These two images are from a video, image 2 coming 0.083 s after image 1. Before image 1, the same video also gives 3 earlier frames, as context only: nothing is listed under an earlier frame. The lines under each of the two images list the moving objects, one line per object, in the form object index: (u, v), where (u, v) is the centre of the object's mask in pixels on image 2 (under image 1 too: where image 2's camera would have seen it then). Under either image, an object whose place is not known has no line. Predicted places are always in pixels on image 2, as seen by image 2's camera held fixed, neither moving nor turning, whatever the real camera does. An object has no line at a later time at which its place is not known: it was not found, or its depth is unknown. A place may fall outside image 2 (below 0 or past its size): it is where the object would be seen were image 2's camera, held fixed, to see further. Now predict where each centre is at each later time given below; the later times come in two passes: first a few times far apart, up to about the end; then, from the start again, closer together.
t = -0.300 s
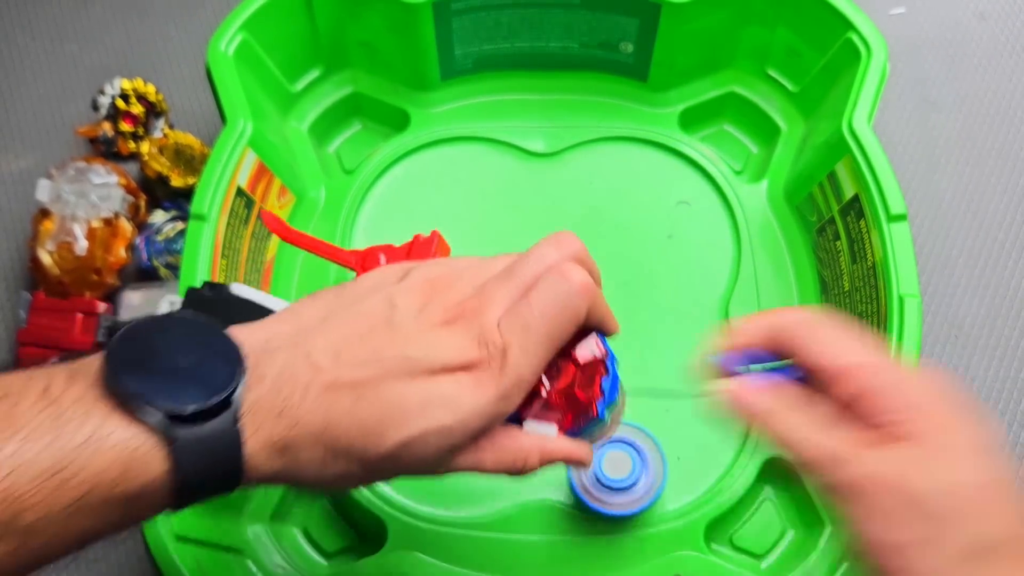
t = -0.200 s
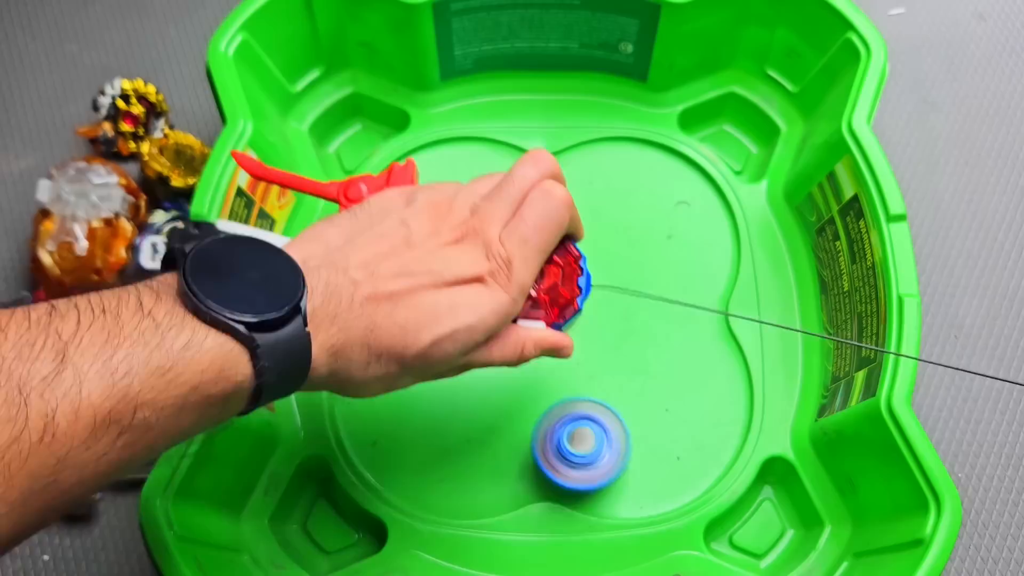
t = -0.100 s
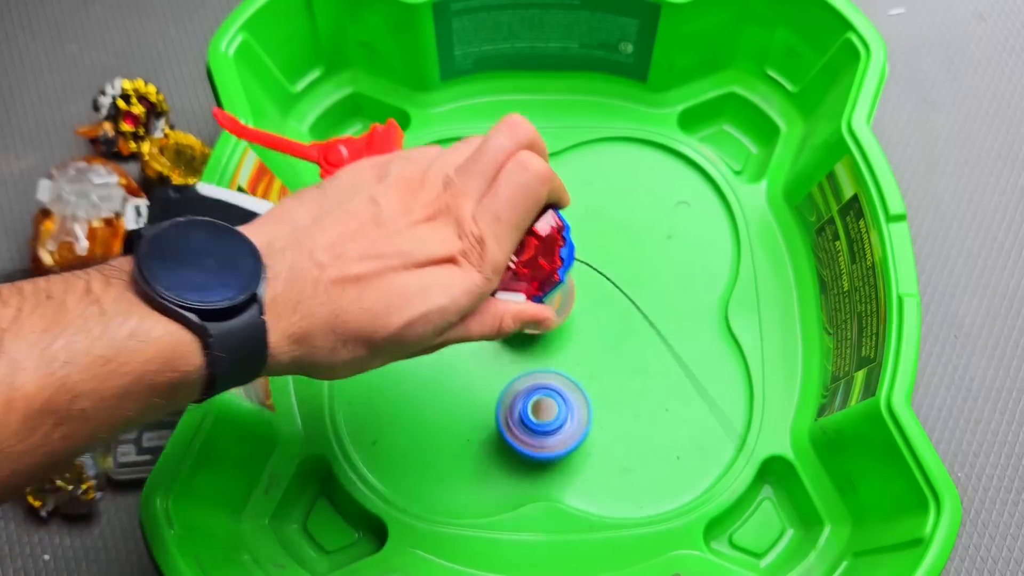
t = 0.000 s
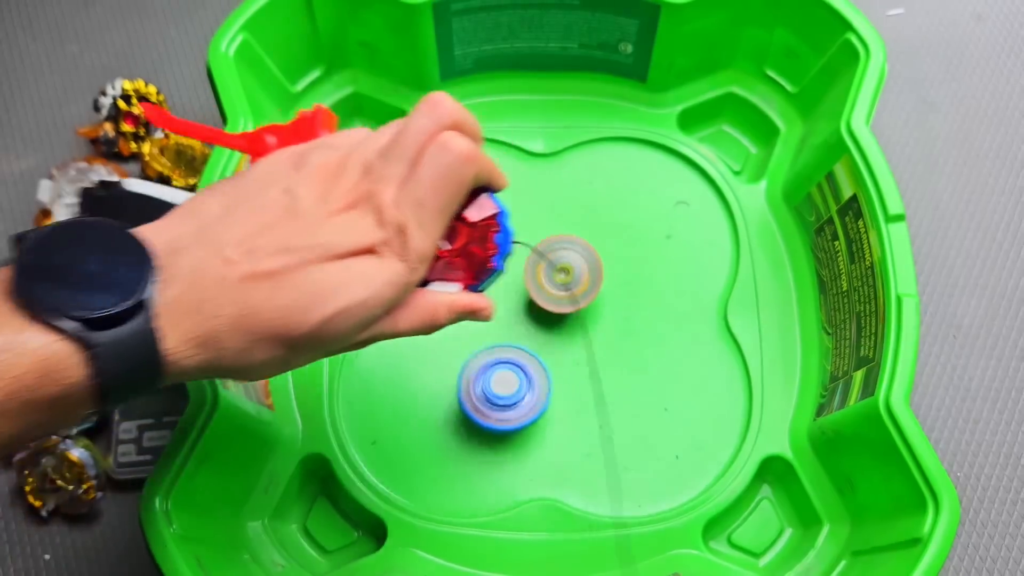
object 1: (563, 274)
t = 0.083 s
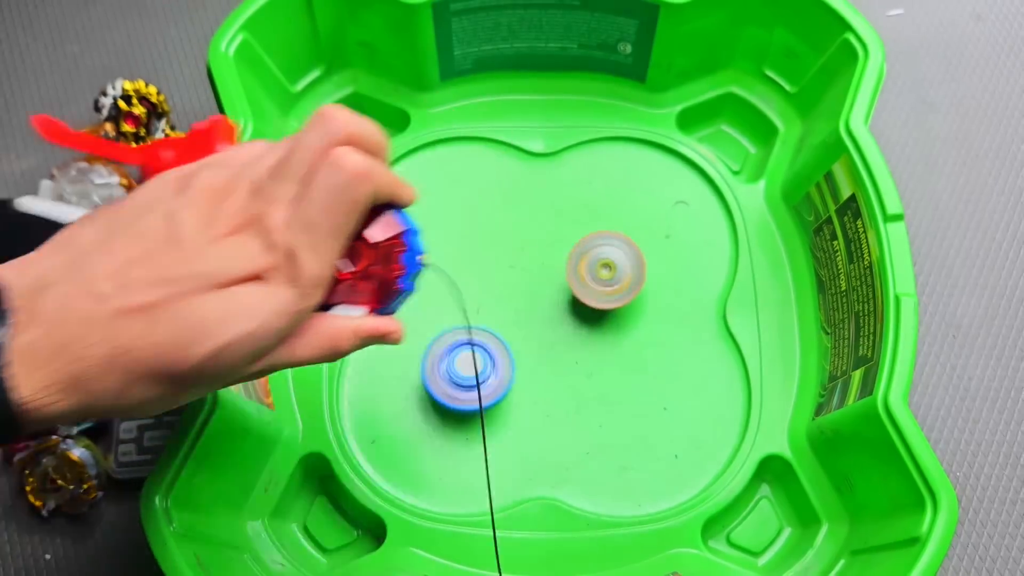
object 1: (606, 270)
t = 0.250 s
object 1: (713, 245)
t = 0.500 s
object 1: (681, 155)
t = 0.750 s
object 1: (566, 198)
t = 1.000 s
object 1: (654, 404)
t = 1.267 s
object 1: (639, 324)
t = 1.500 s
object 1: (580, 277)
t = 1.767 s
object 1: (607, 395)
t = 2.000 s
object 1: (741, 419)
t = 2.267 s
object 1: (677, 314)
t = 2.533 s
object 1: (649, 445)
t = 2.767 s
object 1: (655, 476)
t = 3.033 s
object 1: (661, 440)
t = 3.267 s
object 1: (686, 393)
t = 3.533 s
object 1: (554, 284)
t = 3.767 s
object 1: (462, 372)
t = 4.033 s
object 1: (707, 398)
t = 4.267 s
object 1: (631, 263)
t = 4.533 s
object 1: (702, 189)
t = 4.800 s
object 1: (638, 234)
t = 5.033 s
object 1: (624, 295)
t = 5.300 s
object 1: (640, 355)
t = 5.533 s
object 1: (660, 362)
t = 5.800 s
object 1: (593, 325)
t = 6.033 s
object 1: (488, 358)
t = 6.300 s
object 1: (488, 460)
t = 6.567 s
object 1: (552, 452)
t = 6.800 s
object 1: (554, 373)
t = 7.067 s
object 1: (490, 268)
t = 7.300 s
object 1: (408, 303)
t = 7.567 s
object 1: (486, 367)
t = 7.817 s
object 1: (609, 271)
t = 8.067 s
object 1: (530, 151)
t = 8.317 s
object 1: (416, 213)
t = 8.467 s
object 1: (421, 316)
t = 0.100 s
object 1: (616, 269)
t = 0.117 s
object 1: (626, 269)
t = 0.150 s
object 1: (648, 264)
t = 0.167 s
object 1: (659, 263)
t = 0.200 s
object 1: (681, 256)
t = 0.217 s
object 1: (692, 254)
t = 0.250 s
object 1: (713, 245)
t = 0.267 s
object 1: (724, 240)
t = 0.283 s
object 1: (734, 234)
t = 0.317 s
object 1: (732, 219)
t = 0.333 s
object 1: (727, 214)
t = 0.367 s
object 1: (718, 202)
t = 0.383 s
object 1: (713, 195)
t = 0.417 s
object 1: (705, 182)
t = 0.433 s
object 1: (700, 177)
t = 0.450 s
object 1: (696, 171)
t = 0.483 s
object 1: (686, 161)
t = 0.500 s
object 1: (681, 155)
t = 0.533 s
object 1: (669, 147)
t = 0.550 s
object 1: (662, 145)
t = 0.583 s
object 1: (647, 142)
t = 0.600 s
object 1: (638, 143)
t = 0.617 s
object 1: (630, 145)
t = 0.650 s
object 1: (613, 151)
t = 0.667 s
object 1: (606, 156)
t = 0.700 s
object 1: (590, 168)
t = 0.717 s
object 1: (581, 177)
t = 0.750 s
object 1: (566, 198)
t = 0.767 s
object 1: (559, 210)
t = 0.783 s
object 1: (552, 222)
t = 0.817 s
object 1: (540, 252)
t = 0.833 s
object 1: (535, 268)
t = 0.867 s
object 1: (530, 301)
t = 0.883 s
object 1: (538, 316)
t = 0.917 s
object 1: (565, 345)
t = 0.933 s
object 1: (581, 359)
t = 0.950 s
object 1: (597, 372)
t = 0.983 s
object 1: (634, 395)
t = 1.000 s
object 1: (654, 404)
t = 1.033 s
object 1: (696, 421)
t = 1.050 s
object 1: (717, 427)
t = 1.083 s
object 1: (736, 425)
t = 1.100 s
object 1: (726, 413)
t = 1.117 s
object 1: (716, 403)
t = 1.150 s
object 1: (695, 388)
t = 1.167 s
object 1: (686, 379)
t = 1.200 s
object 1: (669, 358)
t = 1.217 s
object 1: (660, 350)
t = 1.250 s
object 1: (646, 332)
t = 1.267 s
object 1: (639, 324)
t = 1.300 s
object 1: (627, 308)
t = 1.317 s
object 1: (621, 301)
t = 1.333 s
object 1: (617, 293)
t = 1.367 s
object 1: (607, 282)
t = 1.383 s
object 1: (603, 278)
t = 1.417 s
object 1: (596, 272)
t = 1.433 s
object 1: (592, 271)
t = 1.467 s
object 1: (586, 271)
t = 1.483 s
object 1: (583, 274)
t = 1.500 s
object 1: (580, 277)
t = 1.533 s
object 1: (574, 287)
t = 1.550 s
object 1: (572, 293)
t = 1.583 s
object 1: (569, 308)
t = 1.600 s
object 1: (568, 316)
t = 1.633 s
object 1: (569, 333)
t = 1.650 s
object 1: (571, 342)
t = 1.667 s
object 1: (573, 352)
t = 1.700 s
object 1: (581, 369)
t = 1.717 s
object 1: (586, 376)
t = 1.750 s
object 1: (599, 389)
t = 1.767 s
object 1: (607, 395)
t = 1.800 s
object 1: (625, 406)
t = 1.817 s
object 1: (634, 410)
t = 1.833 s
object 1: (644, 415)
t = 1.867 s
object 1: (666, 422)
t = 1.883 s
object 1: (677, 423)
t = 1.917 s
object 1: (698, 427)
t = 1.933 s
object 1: (708, 428)
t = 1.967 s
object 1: (729, 428)
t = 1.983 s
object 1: (738, 426)
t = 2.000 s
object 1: (741, 419)
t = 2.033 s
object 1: (739, 404)
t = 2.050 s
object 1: (736, 393)
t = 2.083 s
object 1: (729, 372)
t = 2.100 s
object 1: (726, 361)
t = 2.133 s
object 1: (717, 340)
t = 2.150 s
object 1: (712, 331)
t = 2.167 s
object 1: (706, 321)
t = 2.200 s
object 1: (692, 301)
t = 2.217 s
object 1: (682, 293)
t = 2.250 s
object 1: (678, 304)
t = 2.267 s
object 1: (677, 314)
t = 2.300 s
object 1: (673, 333)
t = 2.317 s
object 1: (671, 343)
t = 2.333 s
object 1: (669, 351)
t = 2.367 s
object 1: (664, 369)
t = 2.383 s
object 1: (661, 378)
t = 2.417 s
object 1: (657, 394)
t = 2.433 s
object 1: (656, 402)
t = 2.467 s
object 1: (653, 417)
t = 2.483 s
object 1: (652, 424)
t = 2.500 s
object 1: (651, 431)
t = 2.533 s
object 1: (649, 445)
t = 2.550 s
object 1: (648, 452)
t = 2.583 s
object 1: (647, 465)
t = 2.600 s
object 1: (647, 472)
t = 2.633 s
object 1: (647, 485)
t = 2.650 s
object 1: (648, 491)
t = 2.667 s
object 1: (649, 495)
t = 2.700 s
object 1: (650, 492)
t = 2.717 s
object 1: (651, 488)
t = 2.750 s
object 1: (654, 479)
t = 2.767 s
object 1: (655, 476)
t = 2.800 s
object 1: (657, 468)
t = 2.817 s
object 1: (657, 466)
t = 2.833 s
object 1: (657, 463)
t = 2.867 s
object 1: (655, 459)
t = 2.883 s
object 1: (654, 456)
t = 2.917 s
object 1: (650, 452)
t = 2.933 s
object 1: (648, 449)
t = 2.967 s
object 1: (642, 443)
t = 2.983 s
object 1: (639, 440)
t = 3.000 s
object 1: (644, 439)
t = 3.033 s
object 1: (661, 440)
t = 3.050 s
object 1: (667, 440)
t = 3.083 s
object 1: (679, 438)
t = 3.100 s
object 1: (684, 436)
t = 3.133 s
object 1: (690, 432)
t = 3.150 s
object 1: (693, 429)
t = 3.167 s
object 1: (694, 425)
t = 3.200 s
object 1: (694, 417)
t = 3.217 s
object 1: (693, 412)
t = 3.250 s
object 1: (689, 400)
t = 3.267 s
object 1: (686, 393)
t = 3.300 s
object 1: (677, 378)
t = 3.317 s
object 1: (672, 371)
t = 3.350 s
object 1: (658, 355)
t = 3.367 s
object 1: (651, 347)
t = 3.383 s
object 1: (642, 338)
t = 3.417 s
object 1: (624, 323)
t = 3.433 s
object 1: (613, 315)
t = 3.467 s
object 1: (589, 300)
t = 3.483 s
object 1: (575, 293)
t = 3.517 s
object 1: (561, 286)
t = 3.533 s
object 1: (554, 284)
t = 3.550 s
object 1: (546, 283)
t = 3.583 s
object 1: (528, 283)
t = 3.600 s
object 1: (519, 285)
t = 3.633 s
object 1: (500, 291)
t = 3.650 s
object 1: (489, 295)
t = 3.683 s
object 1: (470, 307)
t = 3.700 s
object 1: (462, 315)
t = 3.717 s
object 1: (456, 326)
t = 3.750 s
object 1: (453, 353)
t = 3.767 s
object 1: (462, 372)
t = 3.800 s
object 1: (484, 413)
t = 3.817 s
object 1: (497, 433)
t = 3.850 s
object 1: (523, 469)
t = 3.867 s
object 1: (537, 484)
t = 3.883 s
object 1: (555, 479)
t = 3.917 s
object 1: (597, 460)
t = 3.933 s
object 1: (617, 453)
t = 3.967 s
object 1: (651, 436)
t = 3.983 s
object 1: (668, 426)
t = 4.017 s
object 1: (695, 410)
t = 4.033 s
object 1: (707, 398)
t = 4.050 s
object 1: (717, 389)
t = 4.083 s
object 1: (732, 369)
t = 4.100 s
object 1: (737, 359)
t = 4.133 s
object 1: (735, 335)
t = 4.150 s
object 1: (727, 325)
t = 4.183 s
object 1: (701, 306)
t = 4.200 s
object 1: (687, 295)
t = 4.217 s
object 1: (674, 286)
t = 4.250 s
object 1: (645, 270)
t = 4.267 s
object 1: (631, 263)
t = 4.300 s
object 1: (599, 252)
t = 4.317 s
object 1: (583, 249)
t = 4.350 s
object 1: (576, 241)
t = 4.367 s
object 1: (603, 233)
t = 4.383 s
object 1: (626, 227)
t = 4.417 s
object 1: (670, 211)
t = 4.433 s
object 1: (690, 204)
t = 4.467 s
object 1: (724, 191)
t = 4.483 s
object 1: (720, 187)
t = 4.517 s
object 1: (709, 186)
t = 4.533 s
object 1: (702, 189)
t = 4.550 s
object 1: (694, 194)
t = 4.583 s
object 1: (684, 197)
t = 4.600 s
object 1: (678, 199)
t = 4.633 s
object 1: (667, 206)
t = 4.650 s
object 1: (662, 209)
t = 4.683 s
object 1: (654, 214)
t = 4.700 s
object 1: (650, 216)
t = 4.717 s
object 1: (648, 219)
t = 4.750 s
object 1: (643, 224)
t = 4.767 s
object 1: (641, 227)
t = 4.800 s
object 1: (638, 234)
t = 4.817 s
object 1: (636, 237)
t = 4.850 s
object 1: (634, 245)
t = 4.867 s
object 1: (633, 248)
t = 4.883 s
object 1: (632, 253)
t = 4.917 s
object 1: (629, 262)
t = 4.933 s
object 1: (628, 266)
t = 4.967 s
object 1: (627, 276)
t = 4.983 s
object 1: (626, 281)
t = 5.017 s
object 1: (625, 291)
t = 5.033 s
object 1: (624, 295)
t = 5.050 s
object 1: (624, 300)
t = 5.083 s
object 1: (624, 310)
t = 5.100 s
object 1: (624, 314)
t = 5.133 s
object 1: (625, 323)
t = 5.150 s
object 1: (626, 326)
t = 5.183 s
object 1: (629, 334)
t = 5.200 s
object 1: (629, 338)
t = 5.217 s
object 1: (631, 341)
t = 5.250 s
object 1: (634, 347)
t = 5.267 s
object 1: (636, 350)
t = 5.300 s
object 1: (640, 355)
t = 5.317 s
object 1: (642, 357)
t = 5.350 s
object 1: (646, 360)
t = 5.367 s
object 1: (648, 361)
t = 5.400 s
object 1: (653, 364)
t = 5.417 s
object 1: (654, 365)
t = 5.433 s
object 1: (655, 365)
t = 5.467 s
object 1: (657, 365)
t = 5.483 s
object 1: (658, 364)
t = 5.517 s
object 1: (660, 363)
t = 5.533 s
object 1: (660, 362)
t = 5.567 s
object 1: (659, 359)
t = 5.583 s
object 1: (658, 357)
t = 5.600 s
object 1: (656, 355)
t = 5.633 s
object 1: (651, 349)
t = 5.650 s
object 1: (648, 346)
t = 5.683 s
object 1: (639, 341)
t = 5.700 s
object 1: (634, 338)
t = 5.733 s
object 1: (622, 333)
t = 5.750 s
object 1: (616, 331)
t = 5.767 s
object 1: (608, 328)
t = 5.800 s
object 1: (593, 325)
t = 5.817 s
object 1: (586, 324)
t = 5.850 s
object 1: (570, 324)
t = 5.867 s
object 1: (562, 325)
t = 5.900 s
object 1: (545, 327)
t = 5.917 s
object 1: (536, 329)
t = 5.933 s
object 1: (528, 332)
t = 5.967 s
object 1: (513, 338)
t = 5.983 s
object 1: (506, 342)
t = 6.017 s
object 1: (494, 352)
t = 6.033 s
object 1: (488, 358)
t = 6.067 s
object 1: (479, 371)
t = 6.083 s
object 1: (475, 378)
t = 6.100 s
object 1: (472, 385)
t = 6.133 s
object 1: (468, 400)
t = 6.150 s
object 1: (467, 407)
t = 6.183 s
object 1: (468, 421)
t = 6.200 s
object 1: (469, 428)
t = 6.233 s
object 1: (473, 441)
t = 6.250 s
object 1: (475, 446)
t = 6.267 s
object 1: (479, 451)
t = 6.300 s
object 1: (488, 460)
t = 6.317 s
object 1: (493, 463)
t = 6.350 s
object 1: (503, 466)
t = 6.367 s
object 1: (508, 466)
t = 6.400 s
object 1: (520, 465)
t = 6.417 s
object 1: (525, 463)
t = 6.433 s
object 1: (531, 460)
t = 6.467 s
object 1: (543, 453)
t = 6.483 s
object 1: (546, 450)
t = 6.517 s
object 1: (548, 454)
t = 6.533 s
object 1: (550, 453)
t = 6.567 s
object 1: (552, 452)
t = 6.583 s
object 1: (554, 450)
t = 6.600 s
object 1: (555, 448)
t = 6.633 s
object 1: (557, 439)
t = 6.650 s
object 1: (558, 434)
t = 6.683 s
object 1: (559, 423)
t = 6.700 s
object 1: (559, 417)
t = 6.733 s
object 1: (559, 404)
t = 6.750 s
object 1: (558, 396)
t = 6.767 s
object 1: (557, 389)
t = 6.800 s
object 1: (554, 373)
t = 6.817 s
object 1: (552, 365)
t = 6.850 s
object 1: (547, 348)
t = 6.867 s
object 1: (544, 339)
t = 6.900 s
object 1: (535, 323)
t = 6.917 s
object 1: (530, 314)
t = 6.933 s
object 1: (529, 307)
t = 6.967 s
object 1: (523, 295)
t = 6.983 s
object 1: (519, 289)
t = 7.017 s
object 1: (509, 279)
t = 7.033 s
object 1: (503, 275)
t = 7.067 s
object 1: (490, 268)
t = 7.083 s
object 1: (483, 266)
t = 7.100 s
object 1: (476, 265)
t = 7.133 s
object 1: (461, 265)
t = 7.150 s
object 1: (453, 266)
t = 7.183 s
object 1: (439, 271)
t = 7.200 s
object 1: (432, 274)
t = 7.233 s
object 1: (421, 282)
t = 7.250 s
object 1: (417, 287)
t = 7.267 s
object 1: (413, 291)
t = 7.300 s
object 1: (408, 303)
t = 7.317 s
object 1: (407, 309)
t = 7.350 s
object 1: (408, 320)
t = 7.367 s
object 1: (409, 325)
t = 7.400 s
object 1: (415, 336)
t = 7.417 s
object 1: (418, 341)
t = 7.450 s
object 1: (429, 351)
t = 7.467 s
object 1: (435, 355)
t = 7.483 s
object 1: (442, 358)
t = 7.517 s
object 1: (458, 364)
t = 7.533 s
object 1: (467, 366)
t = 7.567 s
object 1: (486, 367)
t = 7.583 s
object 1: (497, 367)
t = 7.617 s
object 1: (518, 364)
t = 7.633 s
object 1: (528, 361)
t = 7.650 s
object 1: (538, 357)
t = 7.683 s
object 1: (557, 347)
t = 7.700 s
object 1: (566, 340)
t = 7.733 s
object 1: (583, 325)
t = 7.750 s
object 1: (590, 315)
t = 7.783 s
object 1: (603, 294)
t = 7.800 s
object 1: (607, 283)
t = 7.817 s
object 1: (609, 271)
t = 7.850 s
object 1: (610, 250)
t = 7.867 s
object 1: (609, 239)
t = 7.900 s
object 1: (603, 218)
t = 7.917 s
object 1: (599, 208)
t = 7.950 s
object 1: (587, 188)
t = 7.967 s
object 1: (581, 180)
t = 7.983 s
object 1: (573, 174)
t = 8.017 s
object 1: (557, 163)
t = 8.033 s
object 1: (549, 158)
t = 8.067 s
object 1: (530, 151)
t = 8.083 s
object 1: (519, 149)
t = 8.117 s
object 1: (498, 149)
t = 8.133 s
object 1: (488, 150)
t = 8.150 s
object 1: (478, 152)
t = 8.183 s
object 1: (462, 158)
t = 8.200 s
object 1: (454, 162)
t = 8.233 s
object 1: (440, 173)
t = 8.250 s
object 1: (433, 180)
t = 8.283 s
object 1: (423, 195)
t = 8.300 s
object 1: (420, 205)
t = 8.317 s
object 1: (416, 213)
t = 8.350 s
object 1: (411, 233)
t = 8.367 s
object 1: (410, 243)
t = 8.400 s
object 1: (410, 266)
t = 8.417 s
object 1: (411, 279)
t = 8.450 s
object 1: (417, 303)
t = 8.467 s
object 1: (421, 316)
